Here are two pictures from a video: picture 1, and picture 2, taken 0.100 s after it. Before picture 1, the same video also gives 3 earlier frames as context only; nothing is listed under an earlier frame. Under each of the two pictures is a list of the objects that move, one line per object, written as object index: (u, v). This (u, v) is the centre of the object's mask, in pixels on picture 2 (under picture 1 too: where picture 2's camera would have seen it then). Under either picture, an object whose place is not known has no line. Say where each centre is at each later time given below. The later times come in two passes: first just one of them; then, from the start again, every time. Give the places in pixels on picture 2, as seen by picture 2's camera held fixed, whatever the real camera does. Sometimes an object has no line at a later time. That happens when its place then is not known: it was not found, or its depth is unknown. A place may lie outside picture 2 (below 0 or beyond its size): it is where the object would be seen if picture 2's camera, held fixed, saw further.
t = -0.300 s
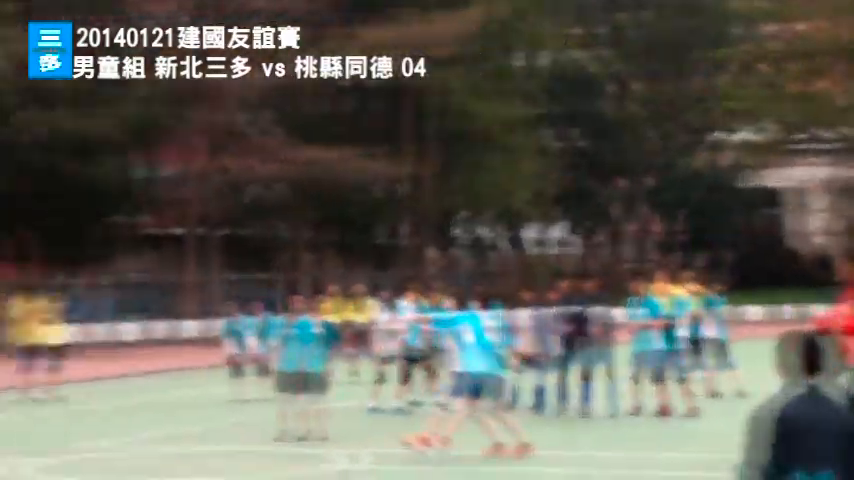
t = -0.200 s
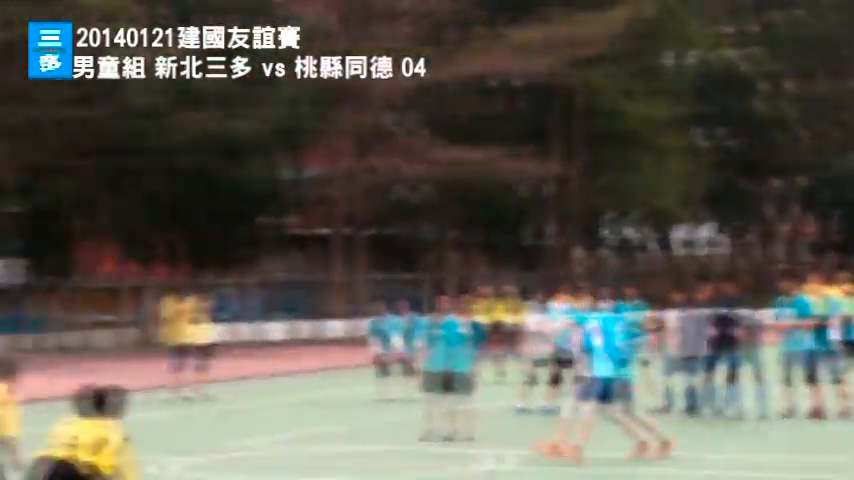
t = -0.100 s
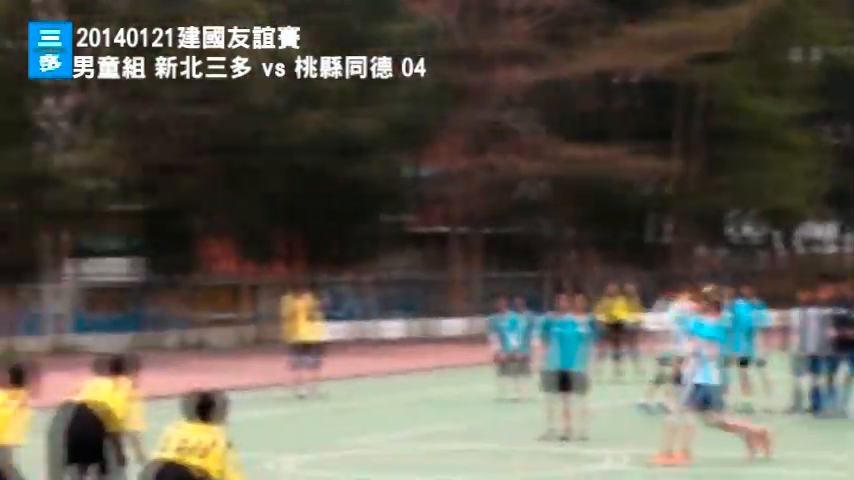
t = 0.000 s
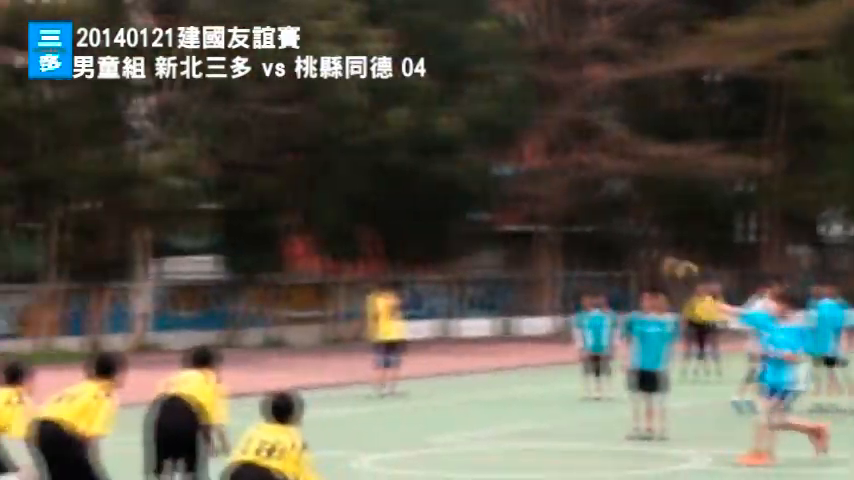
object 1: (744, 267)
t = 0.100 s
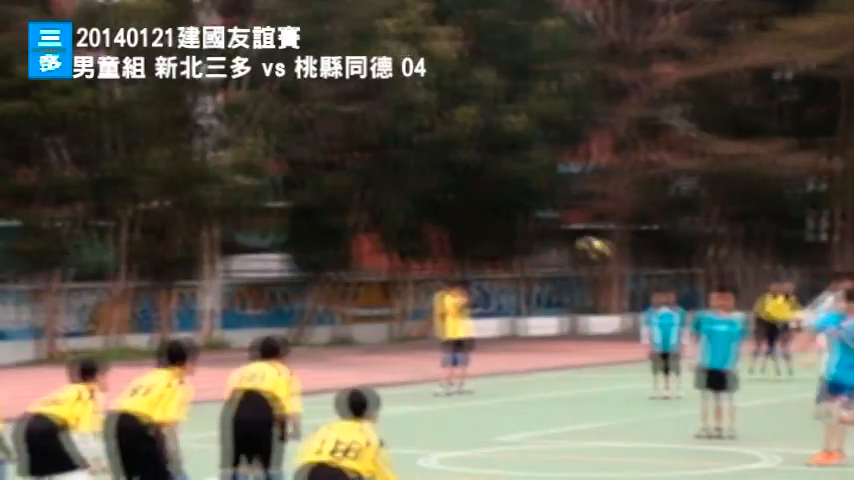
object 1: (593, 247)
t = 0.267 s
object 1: (341, 227)
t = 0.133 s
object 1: (545, 243)
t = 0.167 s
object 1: (495, 239)
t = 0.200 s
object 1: (445, 234)
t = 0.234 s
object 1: (394, 231)
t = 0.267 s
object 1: (341, 227)
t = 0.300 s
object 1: (289, 222)
